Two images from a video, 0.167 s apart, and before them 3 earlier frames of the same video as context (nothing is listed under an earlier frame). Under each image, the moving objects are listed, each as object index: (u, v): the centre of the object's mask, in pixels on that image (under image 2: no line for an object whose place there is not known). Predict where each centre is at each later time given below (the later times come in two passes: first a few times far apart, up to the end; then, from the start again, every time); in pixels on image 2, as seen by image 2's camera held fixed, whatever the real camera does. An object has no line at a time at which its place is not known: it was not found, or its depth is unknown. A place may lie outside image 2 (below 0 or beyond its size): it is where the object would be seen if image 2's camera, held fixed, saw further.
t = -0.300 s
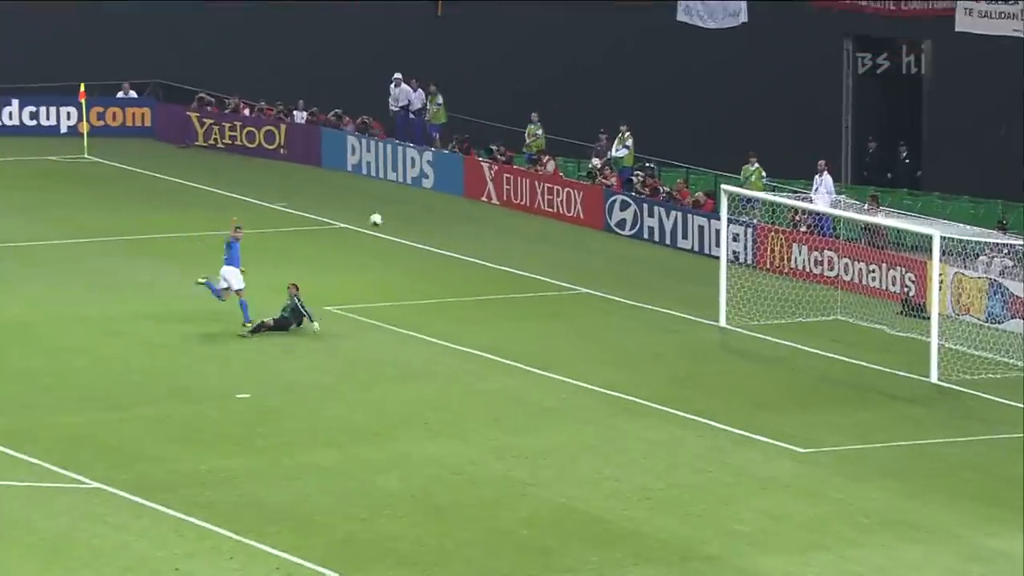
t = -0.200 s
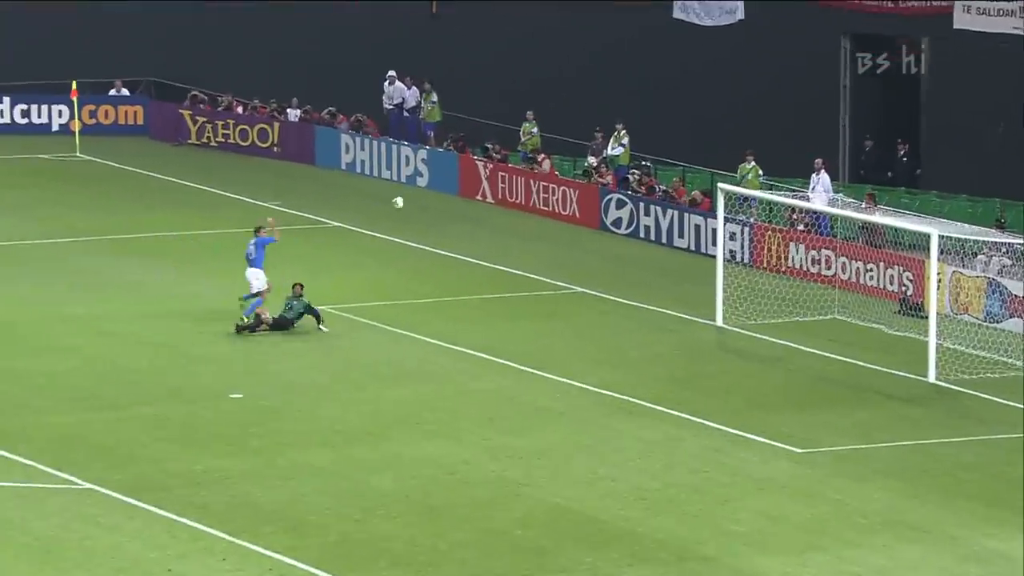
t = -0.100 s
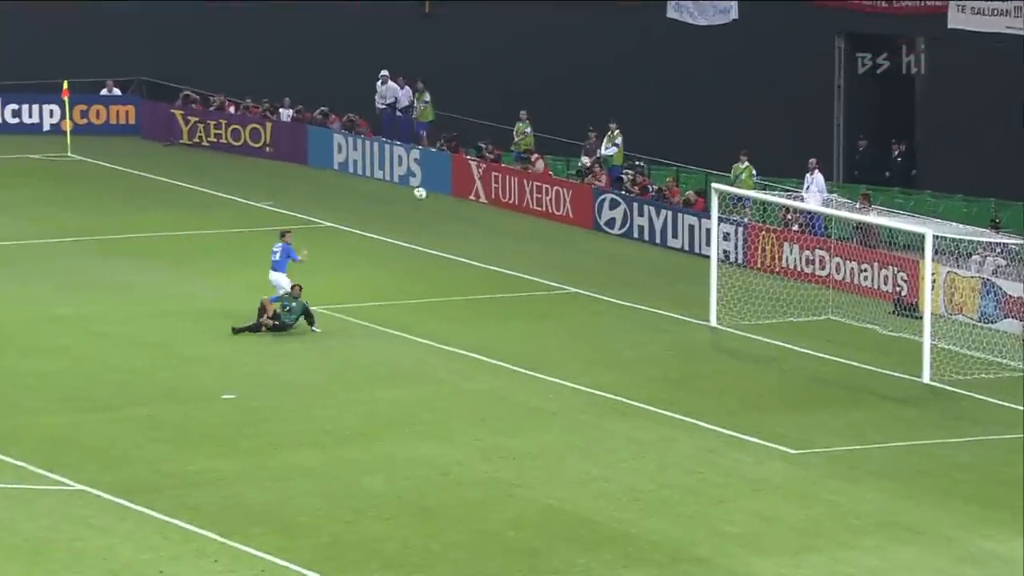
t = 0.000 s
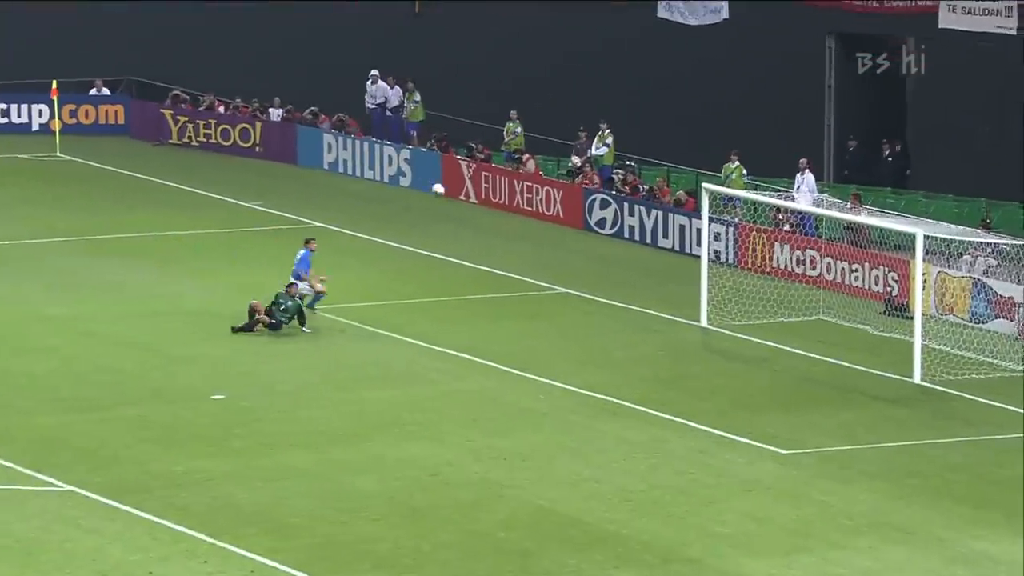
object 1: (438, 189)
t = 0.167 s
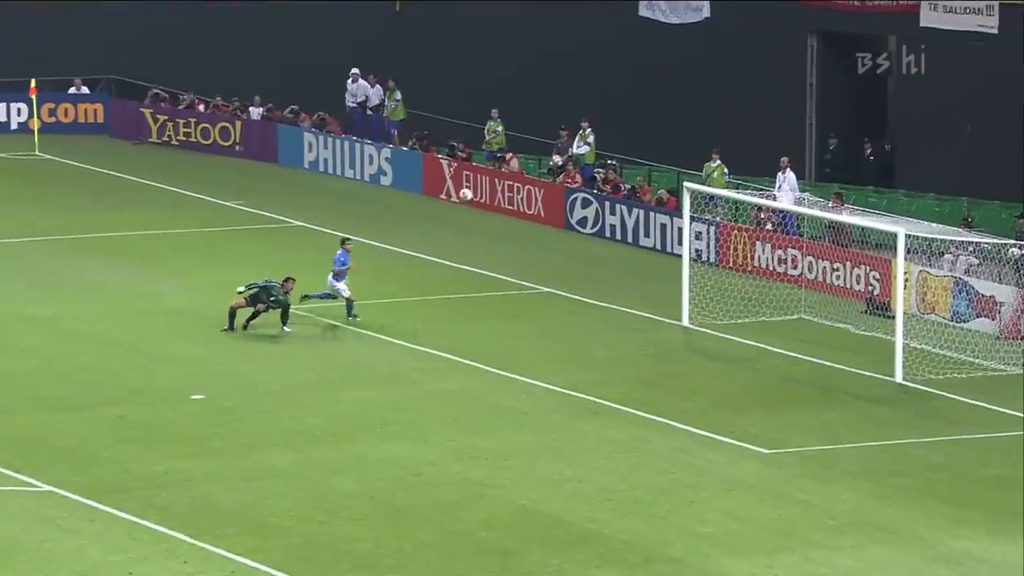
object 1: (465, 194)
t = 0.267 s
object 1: (491, 206)
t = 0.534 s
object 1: (558, 261)
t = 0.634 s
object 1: (585, 293)
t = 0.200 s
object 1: (474, 198)
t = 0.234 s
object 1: (482, 201)
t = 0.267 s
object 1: (491, 206)
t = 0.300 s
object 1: (500, 210)
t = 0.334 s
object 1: (508, 215)
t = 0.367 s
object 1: (517, 221)
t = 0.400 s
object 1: (525, 228)
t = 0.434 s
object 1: (534, 235)
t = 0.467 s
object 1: (542, 242)
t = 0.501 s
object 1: (550, 252)
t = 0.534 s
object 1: (558, 261)
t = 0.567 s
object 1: (568, 271)
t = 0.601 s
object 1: (576, 279)
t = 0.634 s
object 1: (585, 293)
